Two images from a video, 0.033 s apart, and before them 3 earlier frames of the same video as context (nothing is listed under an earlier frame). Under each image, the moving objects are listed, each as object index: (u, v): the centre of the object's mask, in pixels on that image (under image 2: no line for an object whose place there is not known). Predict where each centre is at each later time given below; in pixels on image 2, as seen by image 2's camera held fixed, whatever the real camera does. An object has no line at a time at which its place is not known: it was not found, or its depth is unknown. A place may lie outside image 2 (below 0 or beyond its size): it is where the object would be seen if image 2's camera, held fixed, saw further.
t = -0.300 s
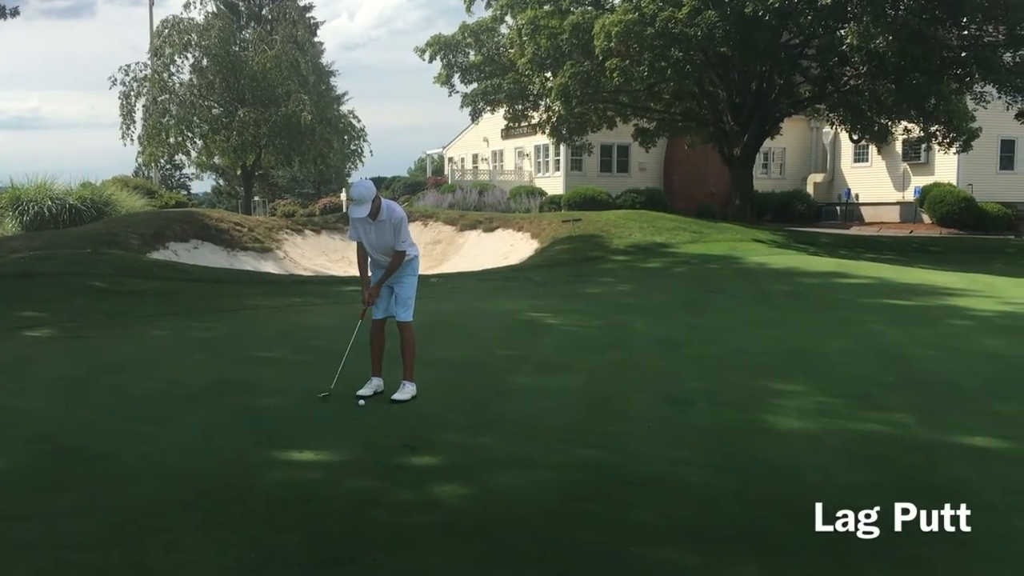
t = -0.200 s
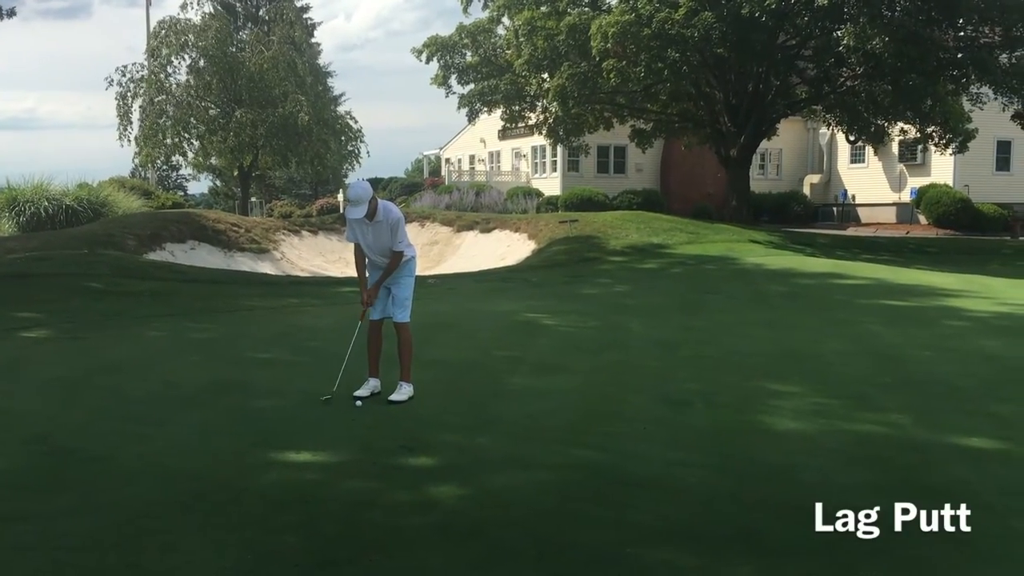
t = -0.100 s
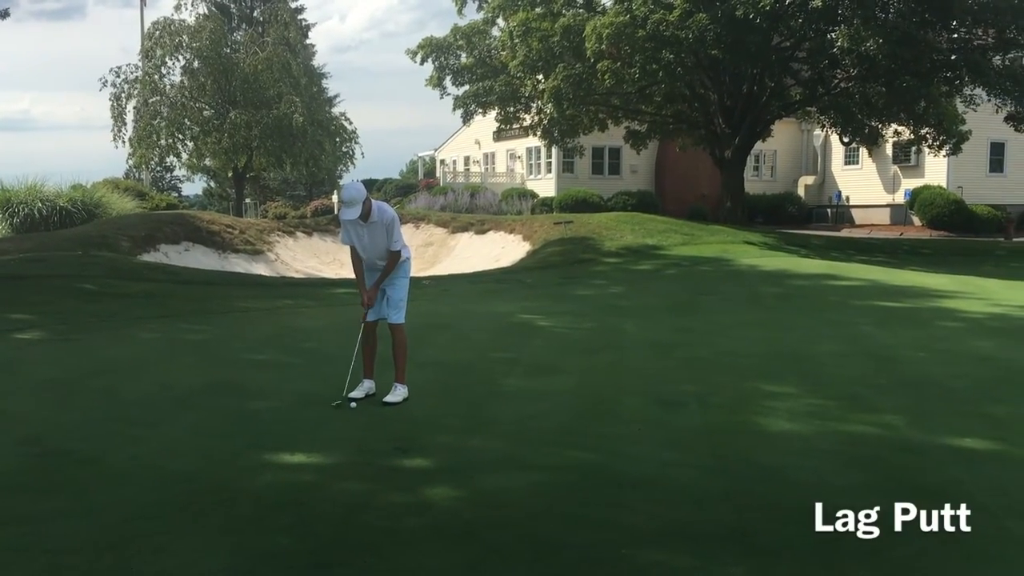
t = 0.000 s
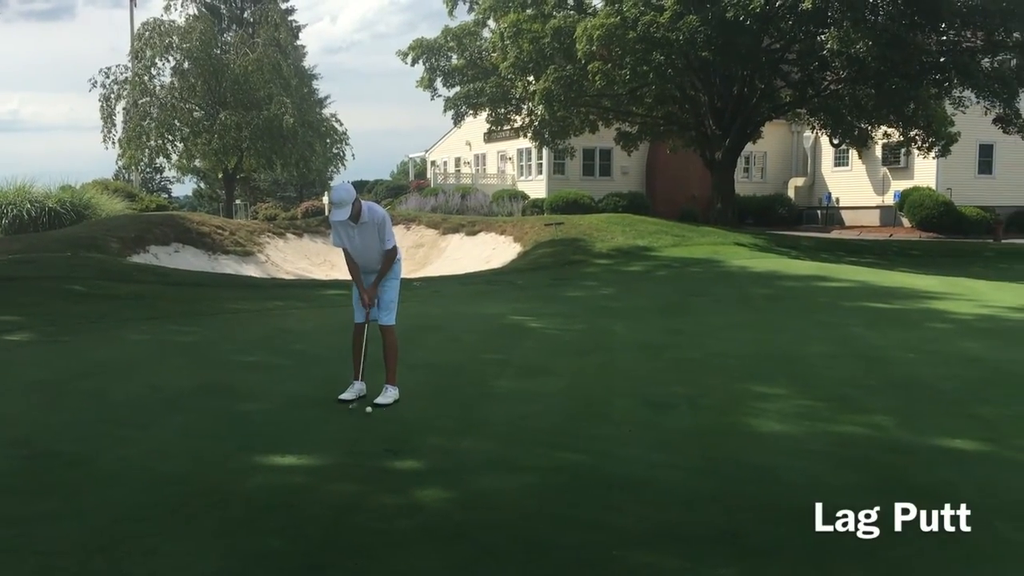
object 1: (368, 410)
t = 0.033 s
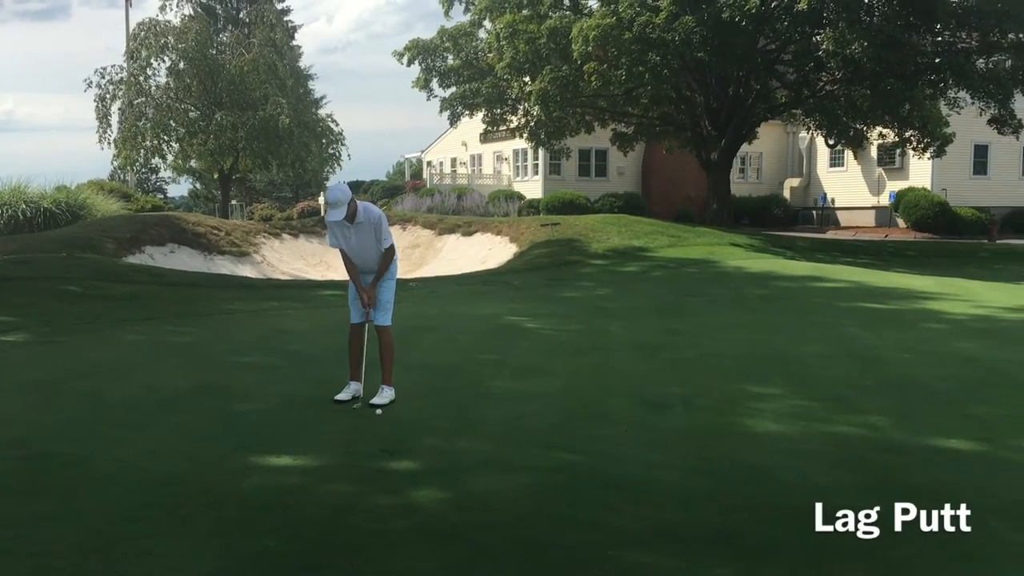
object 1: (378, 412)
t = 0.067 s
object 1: (392, 413)
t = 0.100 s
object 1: (404, 414)
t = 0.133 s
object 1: (416, 416)
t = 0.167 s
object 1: (427, 417)
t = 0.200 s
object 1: (438, 419)
